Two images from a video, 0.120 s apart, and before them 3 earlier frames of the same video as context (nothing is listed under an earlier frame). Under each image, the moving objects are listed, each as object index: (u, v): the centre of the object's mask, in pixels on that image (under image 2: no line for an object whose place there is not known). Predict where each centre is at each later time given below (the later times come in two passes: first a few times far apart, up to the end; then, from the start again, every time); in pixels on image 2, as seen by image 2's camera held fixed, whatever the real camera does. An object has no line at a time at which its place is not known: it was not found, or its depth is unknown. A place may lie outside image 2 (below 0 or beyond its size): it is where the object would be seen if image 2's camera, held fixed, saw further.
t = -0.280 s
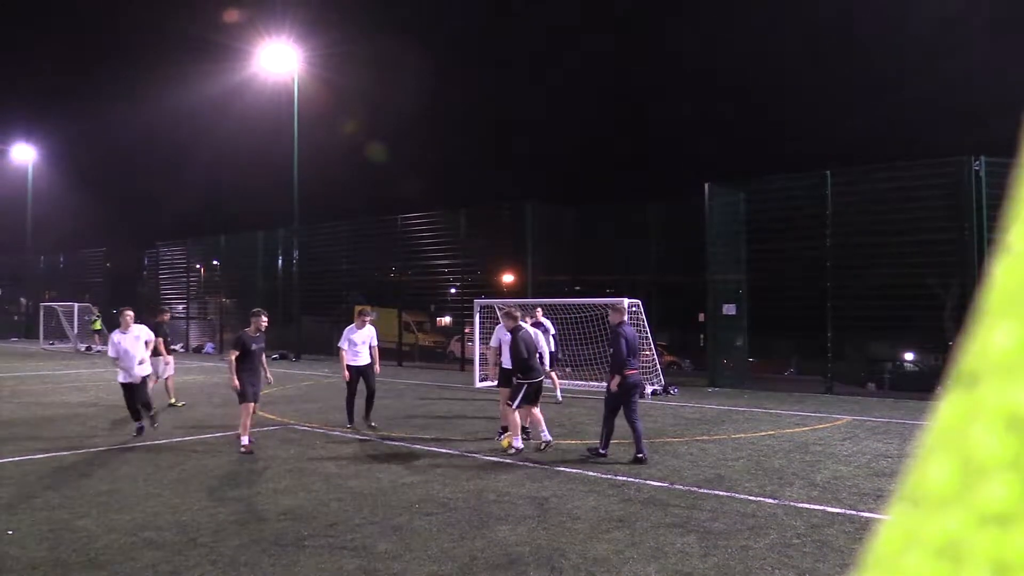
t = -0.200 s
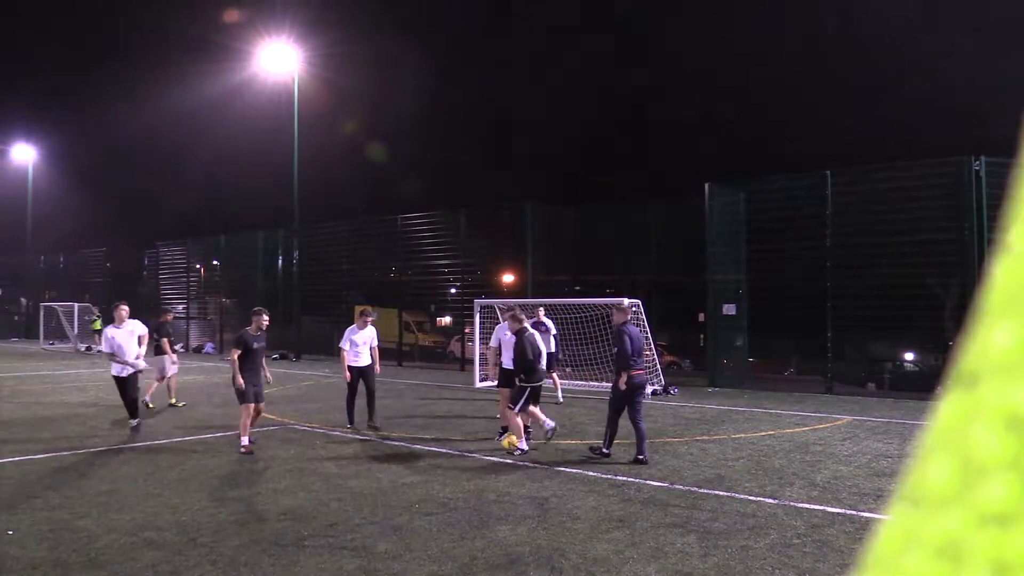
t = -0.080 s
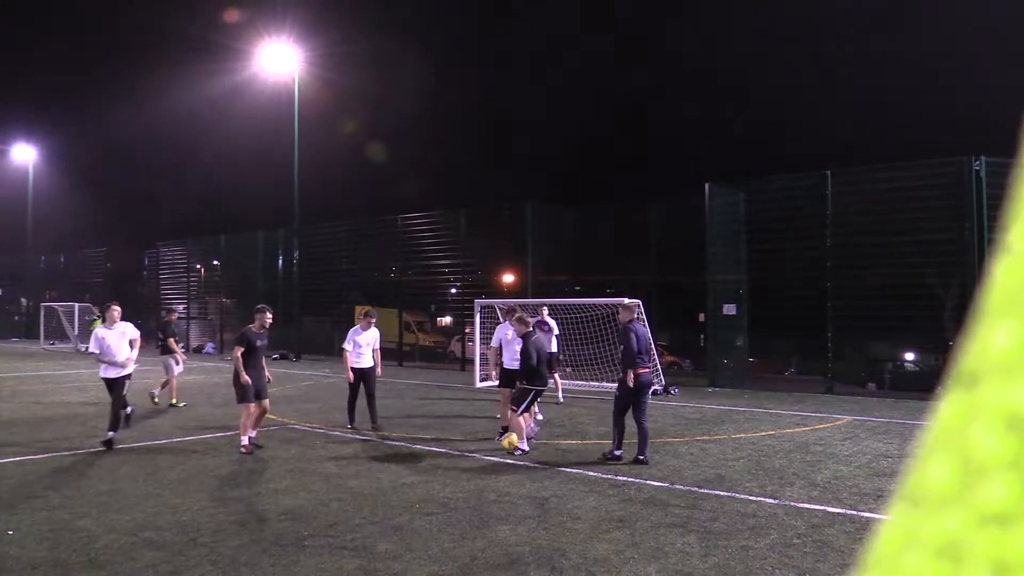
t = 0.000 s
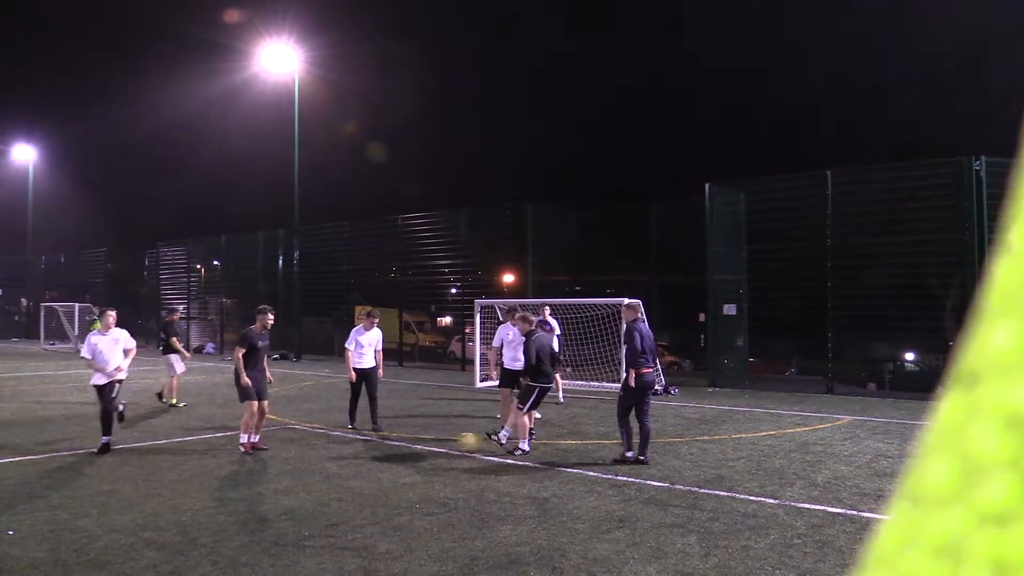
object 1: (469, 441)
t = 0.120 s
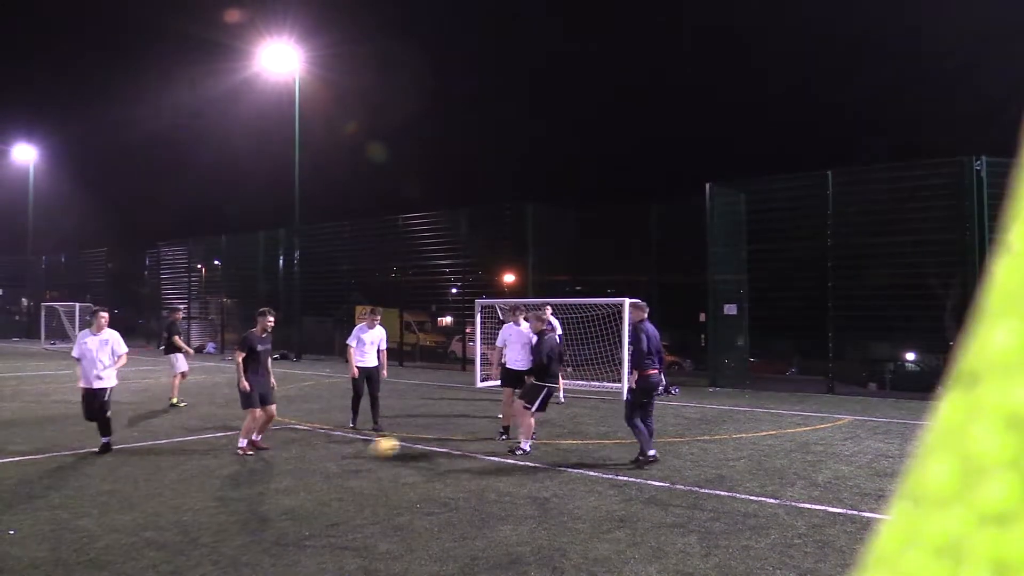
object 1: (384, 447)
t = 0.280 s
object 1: (244, 480)
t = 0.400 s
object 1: (145, 479)
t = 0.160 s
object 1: (352, 452)
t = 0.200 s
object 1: (318, 460)
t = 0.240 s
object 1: (281, 470)
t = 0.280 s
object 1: (244, 480)
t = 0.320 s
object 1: (213, 477)
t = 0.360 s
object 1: (180, 477)
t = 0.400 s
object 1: (145, 479)
